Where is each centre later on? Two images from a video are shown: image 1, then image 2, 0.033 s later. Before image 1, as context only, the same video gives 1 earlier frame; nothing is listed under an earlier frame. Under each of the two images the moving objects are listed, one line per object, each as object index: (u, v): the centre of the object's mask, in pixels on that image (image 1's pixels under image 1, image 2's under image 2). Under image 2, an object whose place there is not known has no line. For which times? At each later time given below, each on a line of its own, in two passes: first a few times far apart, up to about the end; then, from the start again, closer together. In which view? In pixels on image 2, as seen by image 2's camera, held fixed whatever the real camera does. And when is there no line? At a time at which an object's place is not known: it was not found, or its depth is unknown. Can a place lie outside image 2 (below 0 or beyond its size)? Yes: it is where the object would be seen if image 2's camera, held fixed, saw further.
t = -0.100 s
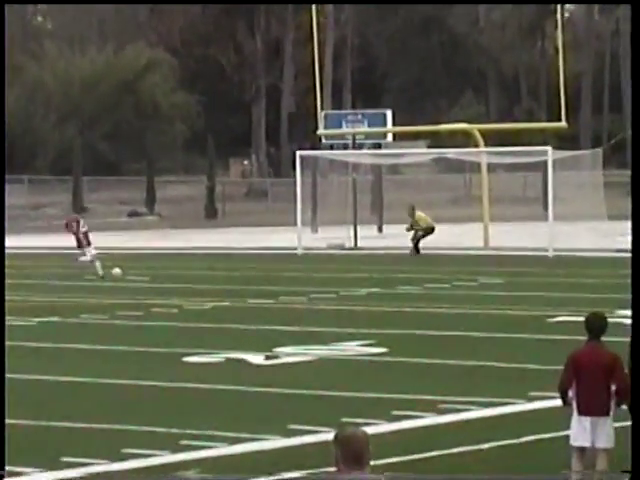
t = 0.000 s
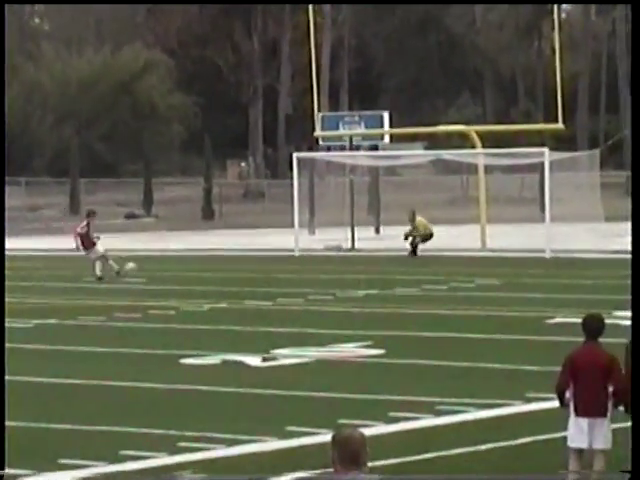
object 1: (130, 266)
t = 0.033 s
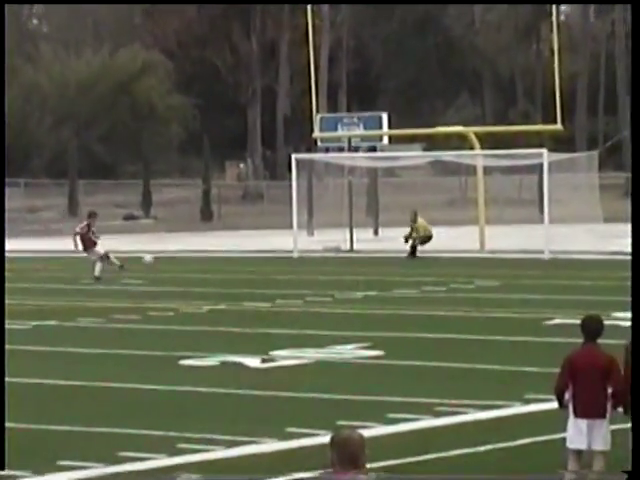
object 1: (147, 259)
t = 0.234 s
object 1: (247, 222)
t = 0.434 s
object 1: (322, 209)
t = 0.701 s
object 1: (385, 217)
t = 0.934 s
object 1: (375, 232)
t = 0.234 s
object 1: (247, 222)
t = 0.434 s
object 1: (322, 209)
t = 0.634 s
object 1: (378, 216)
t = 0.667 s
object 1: (384, 217)
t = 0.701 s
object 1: (385, 217)
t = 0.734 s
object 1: (384, 218)
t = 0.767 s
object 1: (382, 220)
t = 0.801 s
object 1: (381, 221)
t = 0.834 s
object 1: (379, 223)
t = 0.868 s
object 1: (377, 225)
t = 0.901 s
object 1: (376, 228)
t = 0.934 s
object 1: (375, 232)
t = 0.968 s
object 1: (373, 237)
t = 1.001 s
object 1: (372, 240)
